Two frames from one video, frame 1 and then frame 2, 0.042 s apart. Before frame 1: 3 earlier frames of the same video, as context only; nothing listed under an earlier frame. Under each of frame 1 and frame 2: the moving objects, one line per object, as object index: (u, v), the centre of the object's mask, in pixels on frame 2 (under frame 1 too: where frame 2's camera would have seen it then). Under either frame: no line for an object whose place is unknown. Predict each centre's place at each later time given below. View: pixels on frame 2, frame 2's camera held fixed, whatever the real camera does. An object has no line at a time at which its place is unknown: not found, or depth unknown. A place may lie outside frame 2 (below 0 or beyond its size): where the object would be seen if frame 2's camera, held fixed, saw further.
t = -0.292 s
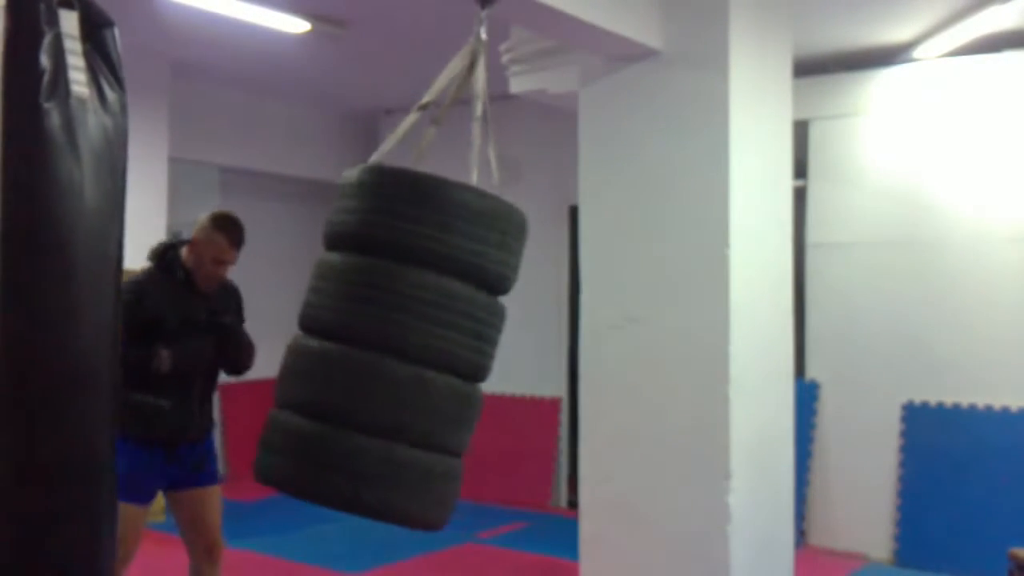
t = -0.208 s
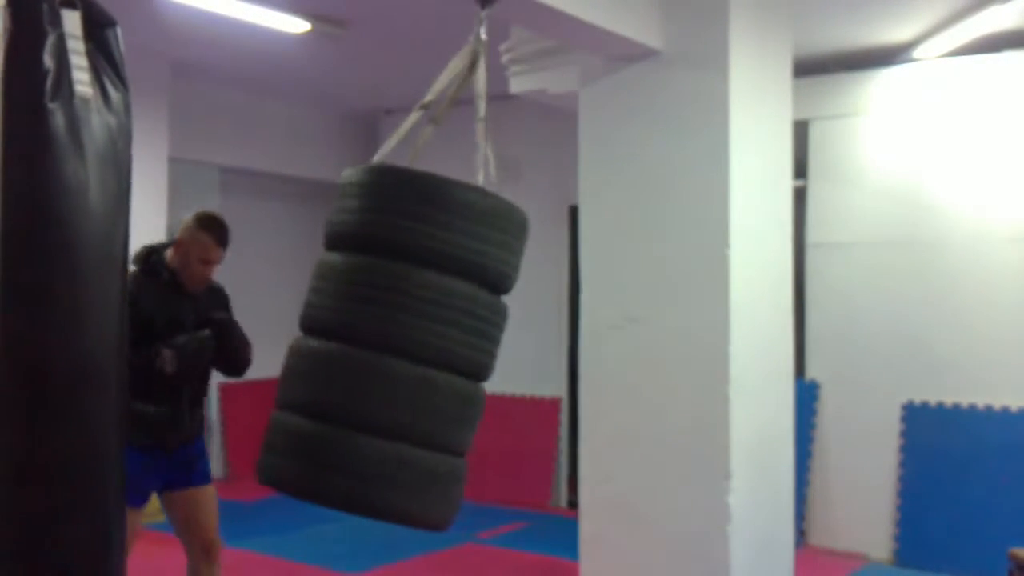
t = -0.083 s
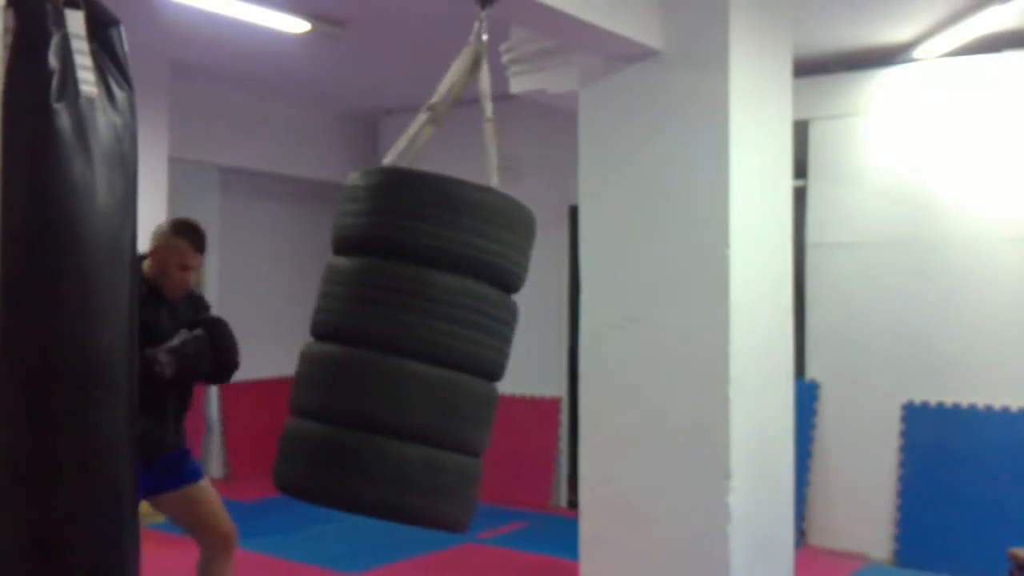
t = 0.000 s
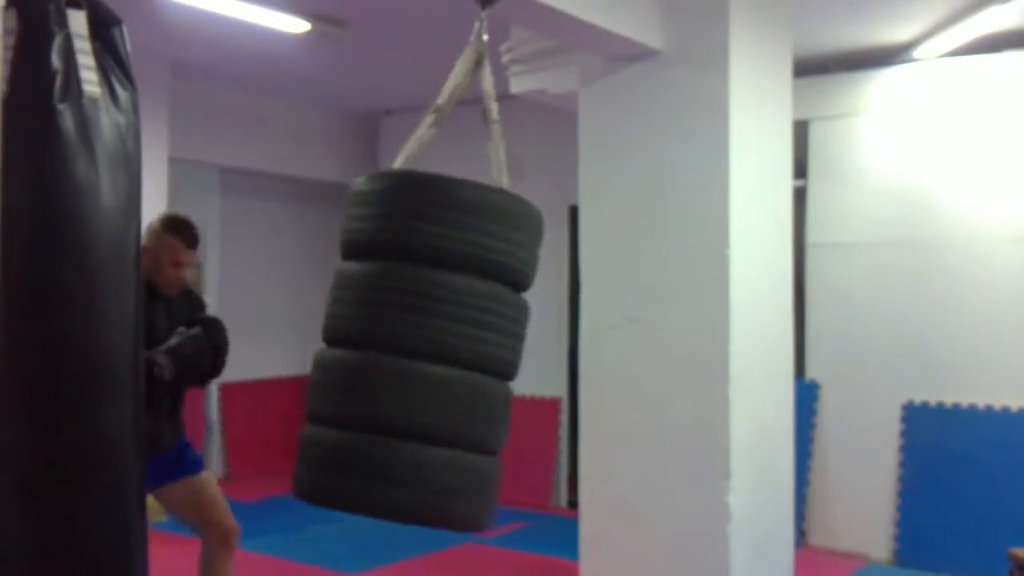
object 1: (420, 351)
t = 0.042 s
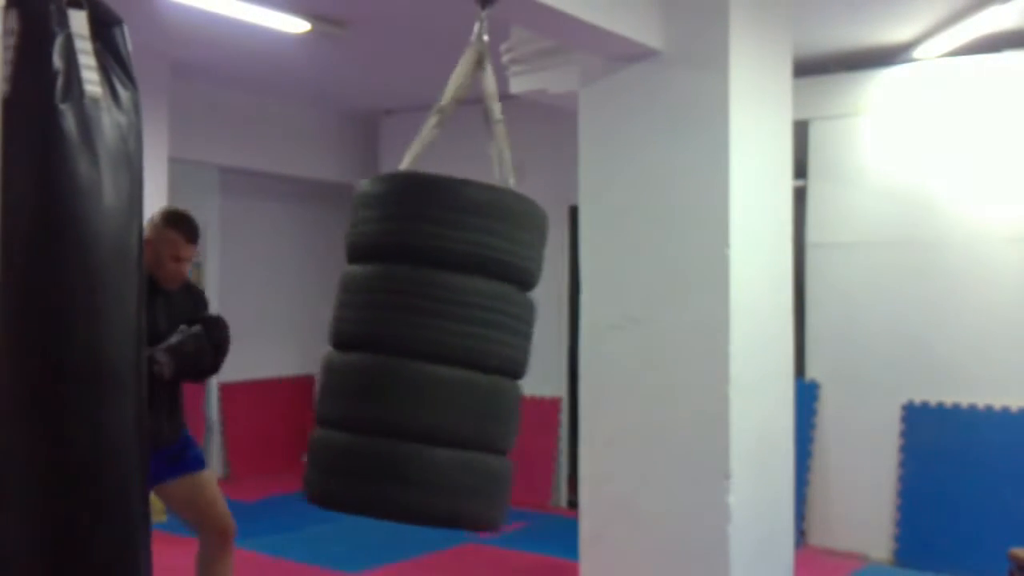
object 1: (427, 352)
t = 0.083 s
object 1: (436, 354)
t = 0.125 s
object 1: (444, 355)
